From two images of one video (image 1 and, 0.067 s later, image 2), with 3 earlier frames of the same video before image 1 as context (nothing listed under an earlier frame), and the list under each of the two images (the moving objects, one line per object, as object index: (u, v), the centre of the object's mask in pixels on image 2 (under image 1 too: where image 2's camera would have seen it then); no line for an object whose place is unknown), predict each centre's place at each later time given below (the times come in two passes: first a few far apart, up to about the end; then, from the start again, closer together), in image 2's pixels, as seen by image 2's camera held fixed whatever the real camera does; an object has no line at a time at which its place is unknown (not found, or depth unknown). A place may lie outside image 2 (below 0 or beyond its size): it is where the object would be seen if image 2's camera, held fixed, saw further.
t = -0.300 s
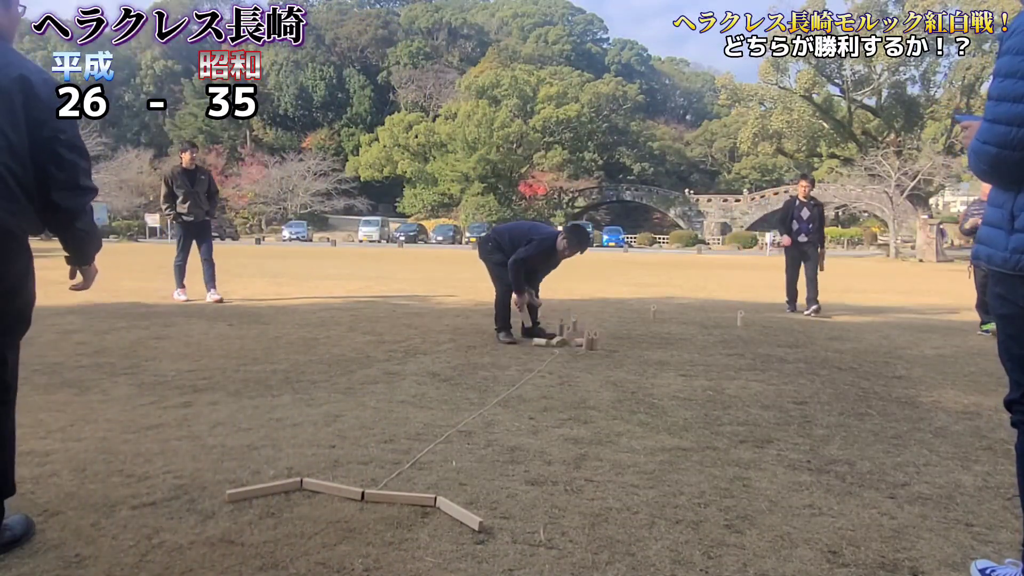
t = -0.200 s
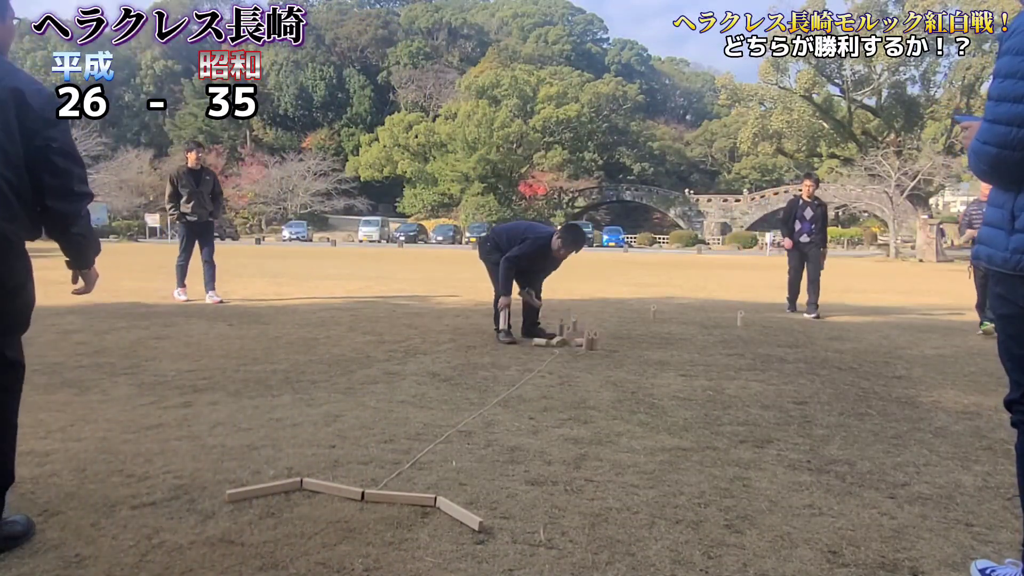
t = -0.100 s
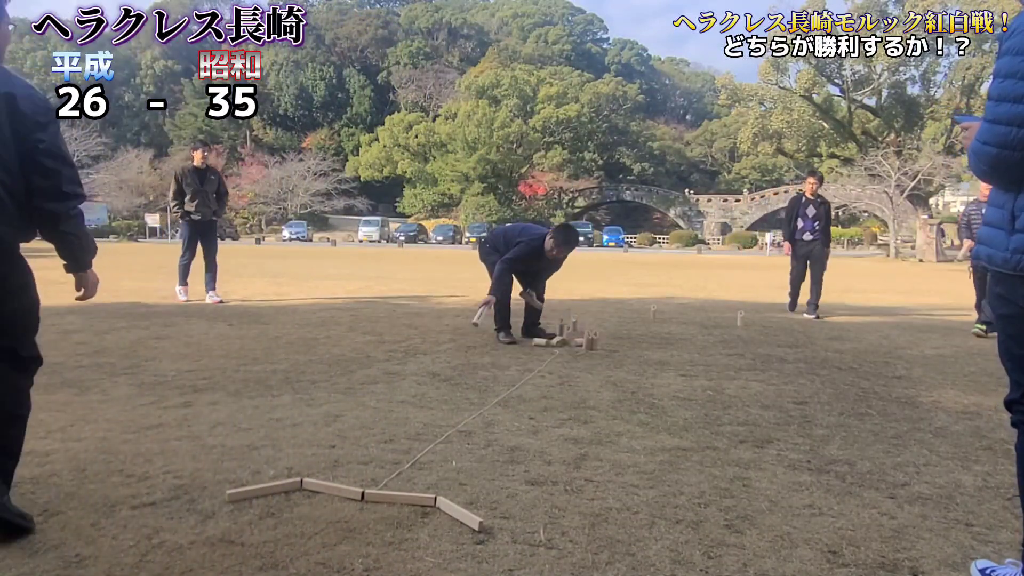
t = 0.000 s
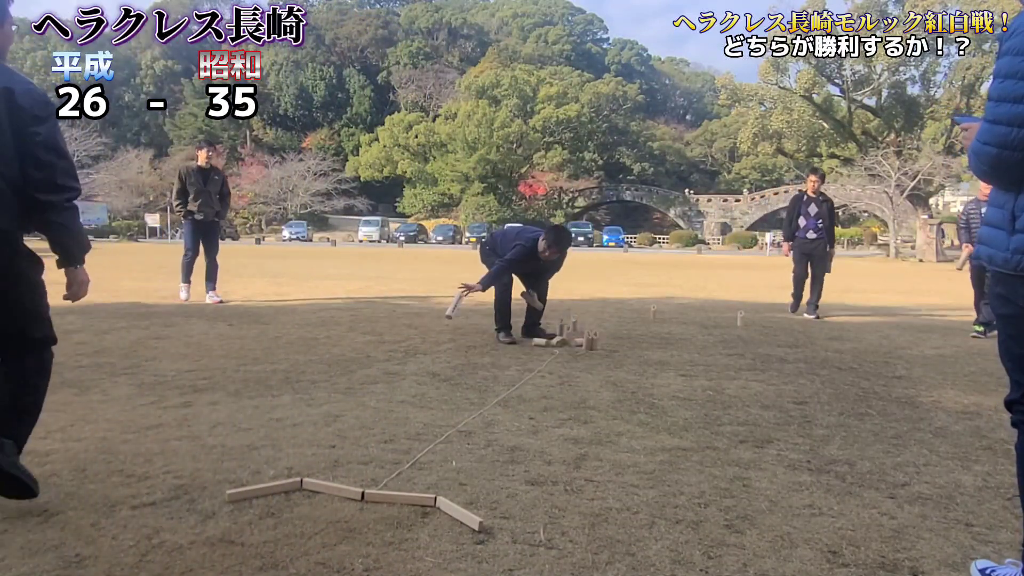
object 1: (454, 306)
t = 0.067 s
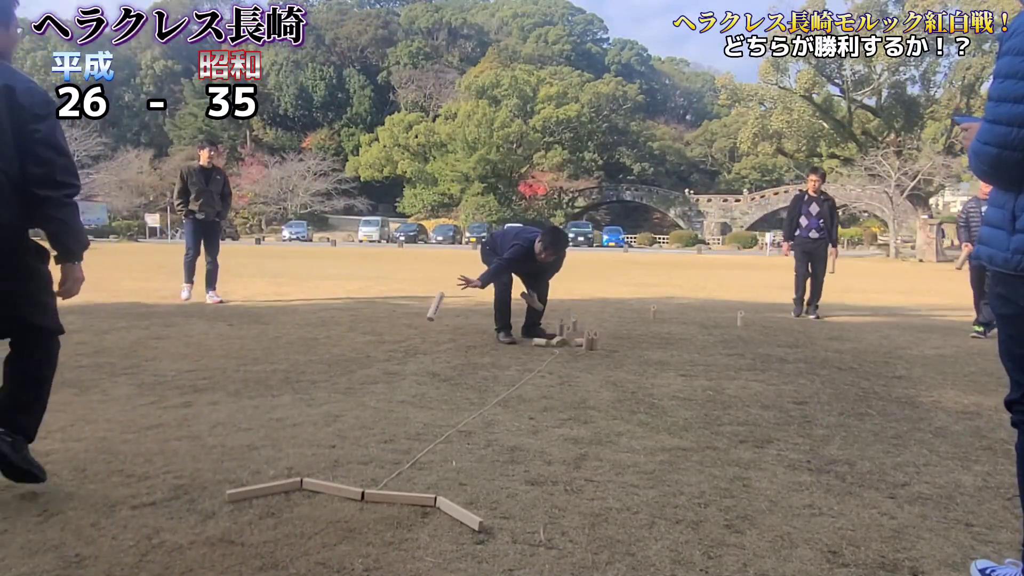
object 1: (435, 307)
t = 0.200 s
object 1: (393, 328)
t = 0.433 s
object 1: (328, 347)
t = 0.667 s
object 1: (282, 372)
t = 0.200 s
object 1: (393, 328)
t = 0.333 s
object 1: (353, 348)
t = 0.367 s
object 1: (346, 346)
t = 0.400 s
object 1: (337, 345)
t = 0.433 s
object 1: (328, 347)
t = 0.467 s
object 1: (322, 349)
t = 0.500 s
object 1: (312, 354)
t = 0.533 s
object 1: (304, 360)
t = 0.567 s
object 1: (295, 369)
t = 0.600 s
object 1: (290, 370)
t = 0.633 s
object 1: (286, 369)
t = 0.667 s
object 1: (282, 372)
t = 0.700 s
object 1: (280, 374)
